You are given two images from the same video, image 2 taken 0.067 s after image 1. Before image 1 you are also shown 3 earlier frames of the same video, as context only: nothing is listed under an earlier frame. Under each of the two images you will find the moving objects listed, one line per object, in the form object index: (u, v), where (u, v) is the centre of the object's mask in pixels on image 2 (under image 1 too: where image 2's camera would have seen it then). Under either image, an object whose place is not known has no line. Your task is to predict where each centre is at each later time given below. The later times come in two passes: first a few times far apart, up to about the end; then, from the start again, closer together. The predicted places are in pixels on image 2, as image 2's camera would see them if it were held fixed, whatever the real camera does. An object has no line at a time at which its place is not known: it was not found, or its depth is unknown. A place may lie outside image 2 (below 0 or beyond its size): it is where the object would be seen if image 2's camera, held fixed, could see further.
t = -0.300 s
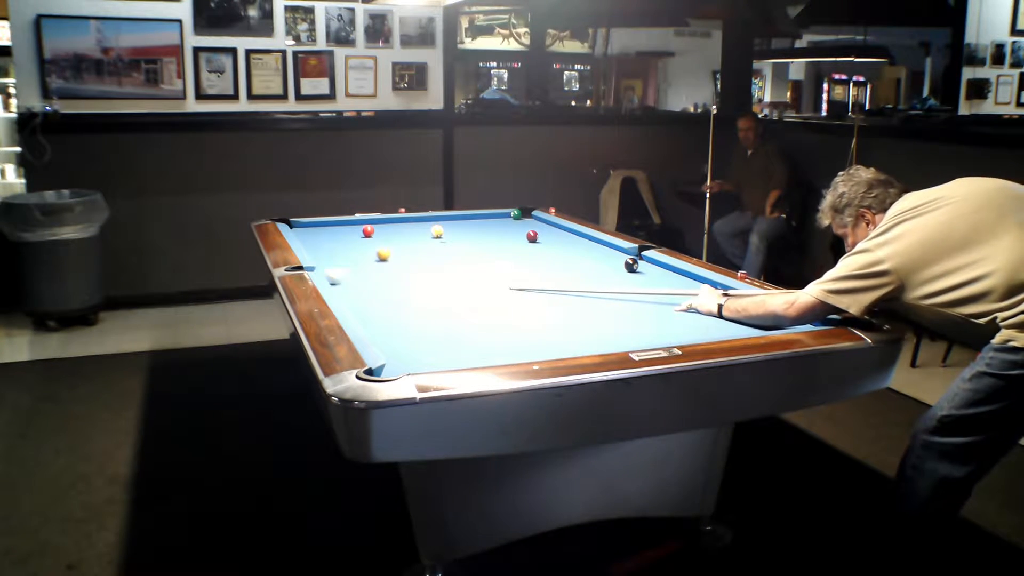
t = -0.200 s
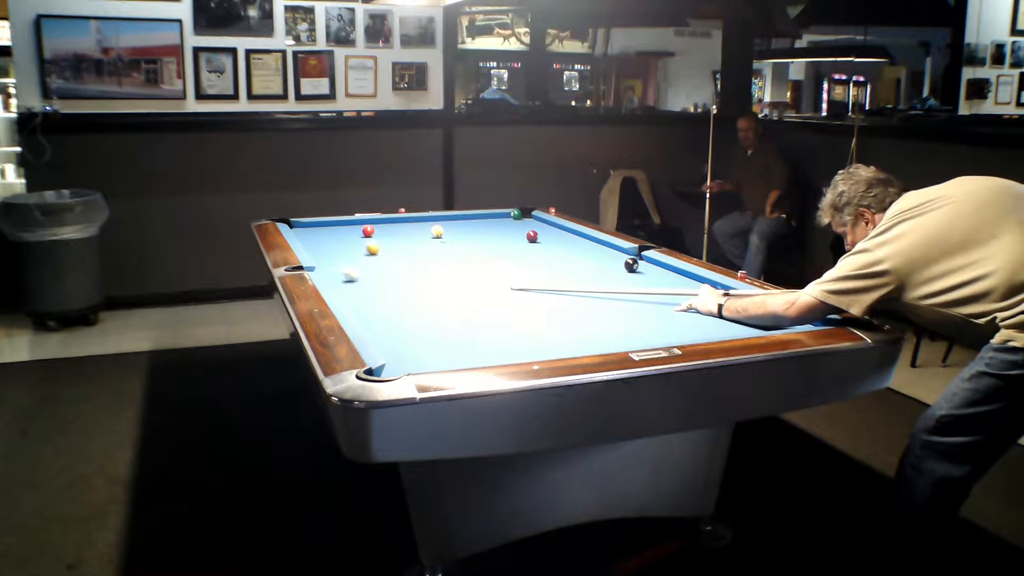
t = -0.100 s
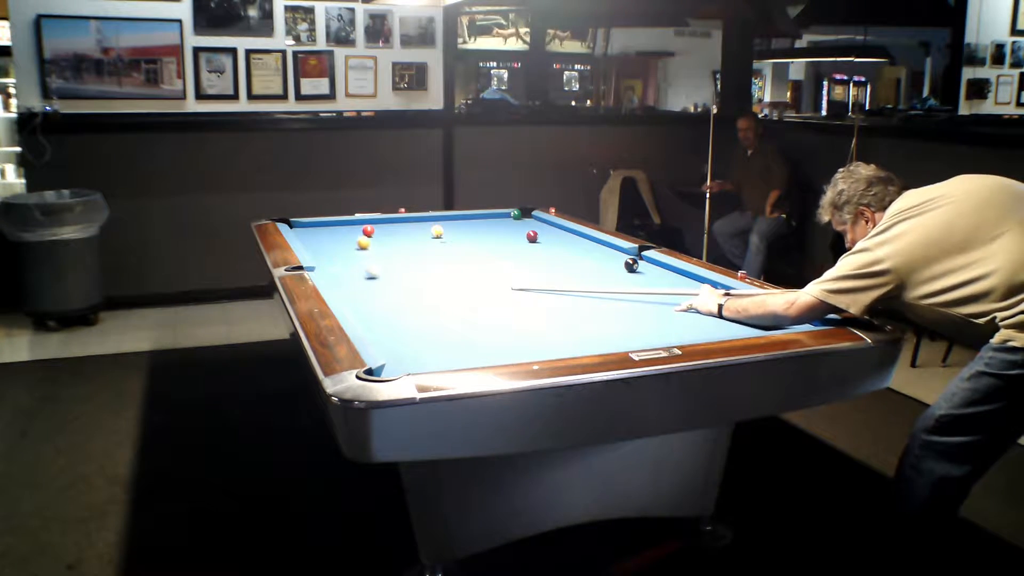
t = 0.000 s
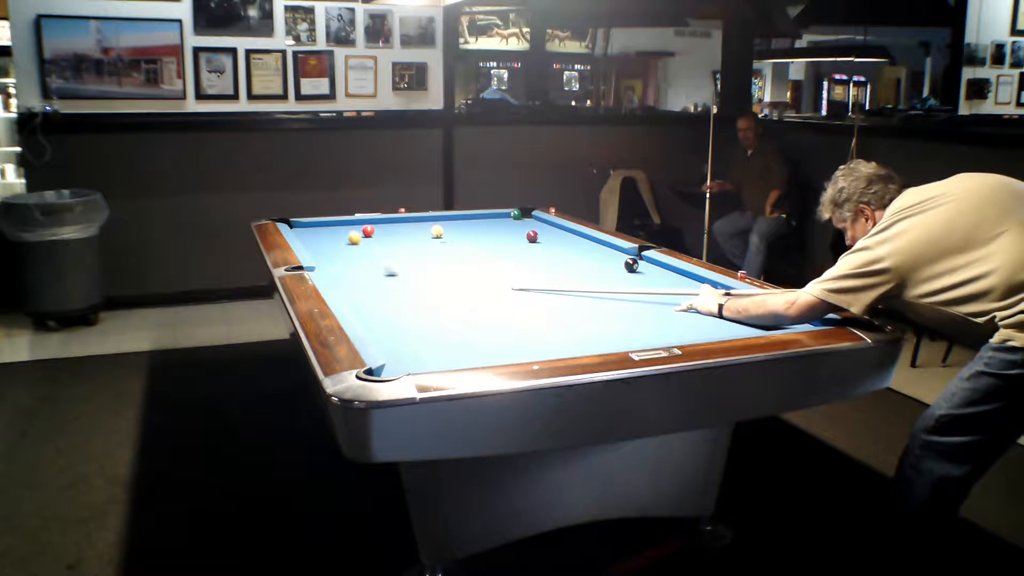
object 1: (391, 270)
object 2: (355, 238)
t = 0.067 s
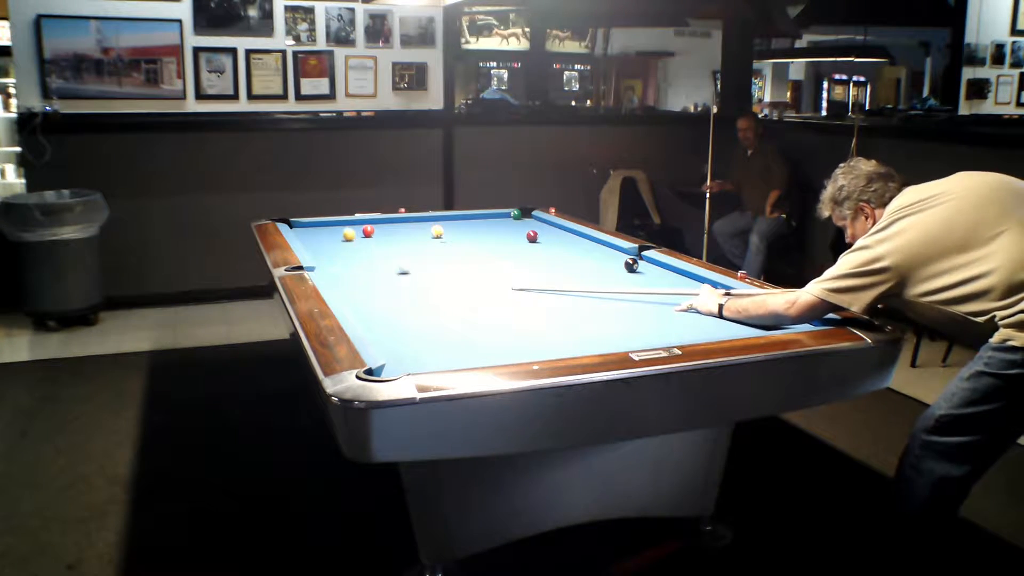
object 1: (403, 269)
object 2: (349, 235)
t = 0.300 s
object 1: (445, 263)
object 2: (331, 225)
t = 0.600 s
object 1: (494, 256)
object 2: (327, 228)
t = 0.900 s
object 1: (537, 247)
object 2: (328, 235)
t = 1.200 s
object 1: (574, 242)
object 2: (329, 243)
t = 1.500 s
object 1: (580, 239)
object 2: (329, 252)
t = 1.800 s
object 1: (554, 239)
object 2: (330, 261)
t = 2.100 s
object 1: (530, 239)
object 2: (331, 271)
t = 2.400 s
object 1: (508, 239)
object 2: (337, 282)
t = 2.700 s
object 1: (487, 239)
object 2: (348, 292)
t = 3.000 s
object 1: (467, 239)
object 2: (361, 303)
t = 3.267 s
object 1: (452, 241)
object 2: (373, 313)
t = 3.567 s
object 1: (436, 240)
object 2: (387, 324)
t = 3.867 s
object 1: (421, 240)
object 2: (401, 336)
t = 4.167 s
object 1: (409, 240)
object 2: (417, 349)
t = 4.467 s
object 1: (398, 240)
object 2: (432, 360)
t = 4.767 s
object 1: (389, 240)
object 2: (435, 360)
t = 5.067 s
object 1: (380, 240)
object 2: (430, 356)
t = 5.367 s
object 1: (374, 240)
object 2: (424, 350)
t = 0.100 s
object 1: (410, 268)
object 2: (346, 233)
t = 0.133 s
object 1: (416, 267)
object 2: (344, 232)
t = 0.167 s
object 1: (421, 267)
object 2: (341, 230)
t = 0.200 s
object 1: (428, 265)
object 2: (339, 229)
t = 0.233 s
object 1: (434, 265)
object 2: (336, 227)
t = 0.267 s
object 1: (440, 263)
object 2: (334, 226)
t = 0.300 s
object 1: (445, 263)
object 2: (331, 225)
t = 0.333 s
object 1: (451, 262)
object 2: (329, 224)
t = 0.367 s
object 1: (457, 262)
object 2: (327, 223)
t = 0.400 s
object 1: (462, 262)
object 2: (326, 223)
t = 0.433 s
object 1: (467, 260)
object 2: (326, 224)
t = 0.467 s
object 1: (473, 260)
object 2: (327, 224)
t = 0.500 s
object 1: (479, 259)
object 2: (327, 225)
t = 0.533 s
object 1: (484, 259)
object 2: (327, 226)
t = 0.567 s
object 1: (489, 257)
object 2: (327, 227)
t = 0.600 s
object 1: (494, 256)
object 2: (327, 228)
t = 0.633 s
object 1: (499, 255)
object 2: (327, 228)
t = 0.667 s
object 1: (504, 254)
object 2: (327, 229)
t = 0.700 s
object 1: (508, 252)
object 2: (327, 230)
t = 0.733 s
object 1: (513, 251)
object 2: (327, 231)
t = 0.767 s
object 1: (518, 251)
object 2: (327, 232)
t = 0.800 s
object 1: (523, 250)
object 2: (328, 233)
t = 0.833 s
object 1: (527, 249)
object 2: (328, 233)
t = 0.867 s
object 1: (532, 248)
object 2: (328, 234)
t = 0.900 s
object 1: (537, 247)
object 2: (328, 235)
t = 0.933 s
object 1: (541, 247)
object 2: (328, 236)
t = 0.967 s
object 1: (546, 246)
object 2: (328, 237)
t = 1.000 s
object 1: (550, 246)
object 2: (328, 238)
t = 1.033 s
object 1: (554, 245)
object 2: (328, 239)
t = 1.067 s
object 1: (559, 244)
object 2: (328, 240)
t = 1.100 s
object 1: (563, 244)
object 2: (328, 240)
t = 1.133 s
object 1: (566, 243)
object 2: (329, 241)
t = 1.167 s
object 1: (570, 242)
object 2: (329, 242)
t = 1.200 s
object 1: (574, 242)
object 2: (329, 243)
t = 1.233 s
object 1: (578, 241)
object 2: (329, 244)
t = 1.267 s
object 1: (582, 241)
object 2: (329, 245)
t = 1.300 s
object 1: (586, 240)
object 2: (329, 246)
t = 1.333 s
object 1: (590, 239)
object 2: (329, 247)
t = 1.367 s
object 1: (592, 239)
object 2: (329, 248)
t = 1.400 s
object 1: (589, 239)
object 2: (329, 249)
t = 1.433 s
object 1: (586, 239)
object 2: (329, 250)
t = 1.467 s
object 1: (583, 239)
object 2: (329, 251)
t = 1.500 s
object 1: (580, 239)
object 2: (329, 252)
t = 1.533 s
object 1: (577, 239)
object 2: (329, 253)
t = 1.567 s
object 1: (574, 239)
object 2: (329, 254)
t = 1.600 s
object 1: (571, 239)
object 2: (330, 255)
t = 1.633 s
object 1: (568, 239)
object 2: (330, 256)
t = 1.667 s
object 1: (565, 239)
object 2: (330, 257)
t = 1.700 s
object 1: (563, 239)
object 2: (330, 258)
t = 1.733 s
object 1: (560, 239)
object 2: (330, 259)
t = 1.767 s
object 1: (557, 239)
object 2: (330, 260)
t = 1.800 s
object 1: (554, 239)
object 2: (330, 261)
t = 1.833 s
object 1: (552, 239)
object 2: (330, 262)
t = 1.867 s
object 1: (549, 239)
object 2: (330, 264)
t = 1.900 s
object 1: (546, 239)
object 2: (330, 265)
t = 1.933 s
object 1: (544, 239)
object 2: (330, 266)
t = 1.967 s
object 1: (541, 239)
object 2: (331, 267)
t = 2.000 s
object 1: (538, 239)
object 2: (331, 268)
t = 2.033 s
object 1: (535, 239)
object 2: (331, 269)
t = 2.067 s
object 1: (533, 239)
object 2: (331, 270)
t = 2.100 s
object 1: (530, 239)
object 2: (331, 271)
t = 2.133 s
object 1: (527, 239)
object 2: (331, 272)
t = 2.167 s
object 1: (525, 239)
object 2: (332, 274)
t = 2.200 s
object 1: (522, 239)
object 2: (332, 275)
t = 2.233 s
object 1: (520, 239)
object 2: (332, 276)
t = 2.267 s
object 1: (519, 239)
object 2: (332, 277)
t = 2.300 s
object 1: (515, 239)
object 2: (334, 279)
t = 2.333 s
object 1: (512, 239)
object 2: (335, 280)
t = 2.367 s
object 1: (510, 239)
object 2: (335, 281)
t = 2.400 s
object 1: (508, 239)
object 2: (337, 282)
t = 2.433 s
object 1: (506, 239)
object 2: (338, 283)
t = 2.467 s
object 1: (503, 239)
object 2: (339, 284)
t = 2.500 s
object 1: (501, 239)
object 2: (340, 285)
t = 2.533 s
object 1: (499, 239)
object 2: (341, 287)
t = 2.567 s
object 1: (496, 239)
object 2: (343, 288)
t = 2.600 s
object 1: (494, 239)
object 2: (344, 289)
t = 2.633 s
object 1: (492, 239)
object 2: (346, 290)
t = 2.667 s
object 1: (490, 239)
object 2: (347, 291)
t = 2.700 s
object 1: (487, 239)
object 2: (348, 292)
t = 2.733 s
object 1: (485, 239)
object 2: (350, 294)
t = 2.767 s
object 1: (483, 239)
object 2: (351, 295)
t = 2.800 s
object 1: (481, 239)
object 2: (353, 296)
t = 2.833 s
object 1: (477, 239)
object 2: (354, 297)
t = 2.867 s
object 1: (475, 239)
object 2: (355, 298)
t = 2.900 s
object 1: (474, 239)
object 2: (357, 299)
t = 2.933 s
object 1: (471, 239)
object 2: (358, 301)
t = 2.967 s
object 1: (470, 239)
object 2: (360, 302)
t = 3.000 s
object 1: (467, 239)
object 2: (361, 303)
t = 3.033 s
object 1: (466, 239)
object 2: (362, 304)
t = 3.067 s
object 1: (463, 239)
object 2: (364, 305)
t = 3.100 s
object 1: (462, 239)
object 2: (366, 306)
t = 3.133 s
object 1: (460, 239)
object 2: (367, 308)
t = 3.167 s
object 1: (458, 240)
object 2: (368, 309)
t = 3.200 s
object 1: (456, 240)
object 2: (370, 310)
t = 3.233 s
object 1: (453, 240)
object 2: (371, 311)
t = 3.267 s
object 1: (452, 241)
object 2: (373, 313)
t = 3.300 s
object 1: (450, 240)
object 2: (374, 315)
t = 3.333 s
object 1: (448, 240)
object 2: (376, 316)
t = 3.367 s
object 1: (446, 240)
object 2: (377, 317)
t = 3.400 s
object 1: (444, 240)
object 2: (379, 318)
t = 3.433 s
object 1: (443, 240)
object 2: (381, 319)
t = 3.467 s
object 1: (441, 240)
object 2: (382, 320)
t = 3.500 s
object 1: (439, 240)
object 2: (384, 322)
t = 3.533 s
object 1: (438, 240)
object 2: (385, 323)
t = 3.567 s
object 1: (436, 240)
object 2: (387, 324)
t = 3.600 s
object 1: (434, 240)
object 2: (389, 325)
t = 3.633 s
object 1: (433, 240)
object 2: (390, 327)
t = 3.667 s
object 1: (431, 240)
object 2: (392, 328)
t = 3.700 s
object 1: (429, 241)
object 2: (393, 330)
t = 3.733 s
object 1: (428, 241)
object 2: (395, 331)
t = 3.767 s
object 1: (426, 241)
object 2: (396, 333)
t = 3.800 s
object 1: (424, 240)
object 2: (398, 334)
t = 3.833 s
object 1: (423, 240)
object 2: (400, 335)
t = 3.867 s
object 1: (421, 240)
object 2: (401, 336)
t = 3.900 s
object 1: (420, 240)
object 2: (403, 338)
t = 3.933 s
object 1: (418, 240)
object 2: (405, 339)
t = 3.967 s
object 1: (417, 240)
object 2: (407, 341)
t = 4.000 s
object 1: (416, 240)
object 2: (408, 342)
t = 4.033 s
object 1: (415, 240)
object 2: (410, 343)
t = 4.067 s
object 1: (414, 239)
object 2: (412, 345)
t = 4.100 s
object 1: (412, 240)
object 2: (413, 346)
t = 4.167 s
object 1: (409, 240)
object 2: (417, 349)
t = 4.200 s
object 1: (407, 240)
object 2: (418, 350)
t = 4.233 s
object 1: (407, 240)
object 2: (420, 352)
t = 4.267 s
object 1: (405, 240)
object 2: (422, 353)
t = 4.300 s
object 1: (404, 240)
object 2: (423, 355)
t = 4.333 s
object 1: (402, 240)
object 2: (425, 356)
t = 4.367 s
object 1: (401, 240)
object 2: (427, 357)
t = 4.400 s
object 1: (400, 240)
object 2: (429, 358)
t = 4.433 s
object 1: (398, 240)
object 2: (431, 359)
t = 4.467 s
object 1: (398, 240)
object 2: (432, 360)
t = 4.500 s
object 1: (397, 240)
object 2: (434, 360)
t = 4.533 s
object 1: (395, 240)
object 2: (435, 361)
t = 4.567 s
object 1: (395, 239)
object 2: (436, 361)
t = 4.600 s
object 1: (393, 240)
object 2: (438, 362)
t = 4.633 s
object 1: (393, 240)
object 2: (437, 361)
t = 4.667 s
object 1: (391, 239)
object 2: (437, 361)
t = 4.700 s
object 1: (390, 239)
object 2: (436, 361)
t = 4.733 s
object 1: (389, 240)
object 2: (436, 360)
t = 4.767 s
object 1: (389, 240)
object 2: (435, 360)
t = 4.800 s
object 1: (387, 240)
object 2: (435, 359)
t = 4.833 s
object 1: (386, 240)
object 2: (434, 359)
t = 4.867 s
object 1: (385, 240)
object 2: (434, 359)
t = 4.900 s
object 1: (384, 240)
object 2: (433, 358)
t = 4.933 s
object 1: (383, 240)
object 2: (432, 358)
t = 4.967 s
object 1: (383, 240)
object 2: (432, 357)
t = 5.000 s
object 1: (382, 240)
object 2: (431, 357)
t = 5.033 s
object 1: (381, 240)
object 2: (431, 356)
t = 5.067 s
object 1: (380, 240)
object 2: (430, 356)
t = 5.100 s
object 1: (380, 240)
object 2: (429, 356)
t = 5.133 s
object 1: (379, 240)
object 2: (429, 355)
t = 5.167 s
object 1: (378, 240)
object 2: (428, 354)
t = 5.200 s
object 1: (378, 240)
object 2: (428, 353)
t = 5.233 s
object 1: (377, 240)
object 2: (427, 352)
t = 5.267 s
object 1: (376, 240)
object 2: (426, 352)
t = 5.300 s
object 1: (375, 240)
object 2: (425, 351)
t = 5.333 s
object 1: (374, 240)
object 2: (425, 351)
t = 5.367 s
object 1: (374, 240)
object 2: (424, 350)
